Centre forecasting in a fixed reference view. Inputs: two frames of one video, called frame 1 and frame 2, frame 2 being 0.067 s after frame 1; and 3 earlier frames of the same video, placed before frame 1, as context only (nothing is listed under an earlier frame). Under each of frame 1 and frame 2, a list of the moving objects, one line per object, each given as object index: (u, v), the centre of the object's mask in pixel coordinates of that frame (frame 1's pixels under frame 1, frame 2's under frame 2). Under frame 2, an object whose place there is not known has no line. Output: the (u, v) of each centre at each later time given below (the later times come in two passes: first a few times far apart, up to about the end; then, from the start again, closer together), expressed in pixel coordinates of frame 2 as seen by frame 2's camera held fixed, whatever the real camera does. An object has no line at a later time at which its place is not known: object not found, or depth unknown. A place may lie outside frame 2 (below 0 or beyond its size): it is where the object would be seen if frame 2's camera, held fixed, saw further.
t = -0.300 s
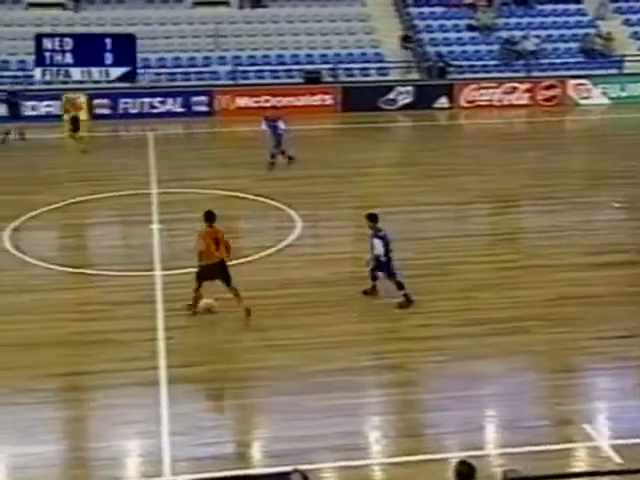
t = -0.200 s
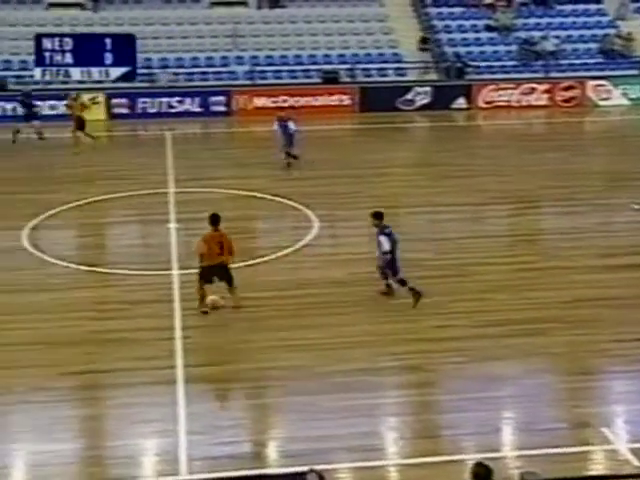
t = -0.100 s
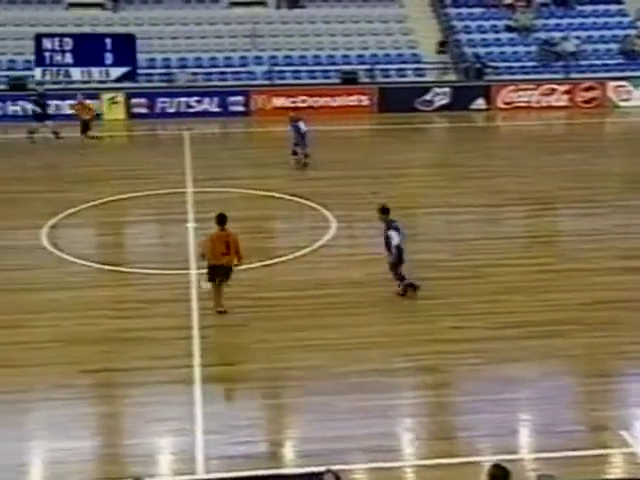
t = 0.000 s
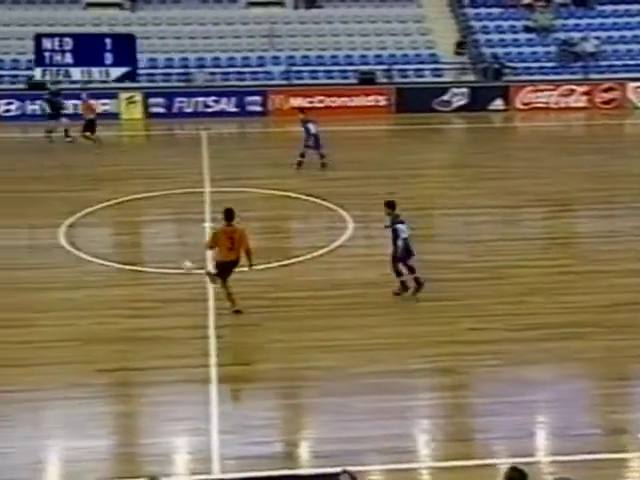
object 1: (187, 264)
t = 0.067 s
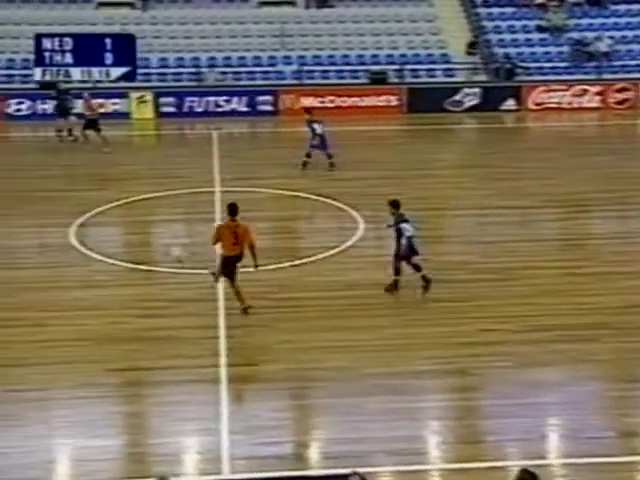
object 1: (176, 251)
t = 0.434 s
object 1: (98, 202)
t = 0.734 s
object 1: (56, 178)
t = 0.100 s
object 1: (168, 246)
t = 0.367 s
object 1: (109, 209)
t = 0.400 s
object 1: (102, 205)
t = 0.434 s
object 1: (98, 202)
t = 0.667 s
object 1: (65, 183)
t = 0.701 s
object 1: (61, 180)
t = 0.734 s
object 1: (56, 178)
